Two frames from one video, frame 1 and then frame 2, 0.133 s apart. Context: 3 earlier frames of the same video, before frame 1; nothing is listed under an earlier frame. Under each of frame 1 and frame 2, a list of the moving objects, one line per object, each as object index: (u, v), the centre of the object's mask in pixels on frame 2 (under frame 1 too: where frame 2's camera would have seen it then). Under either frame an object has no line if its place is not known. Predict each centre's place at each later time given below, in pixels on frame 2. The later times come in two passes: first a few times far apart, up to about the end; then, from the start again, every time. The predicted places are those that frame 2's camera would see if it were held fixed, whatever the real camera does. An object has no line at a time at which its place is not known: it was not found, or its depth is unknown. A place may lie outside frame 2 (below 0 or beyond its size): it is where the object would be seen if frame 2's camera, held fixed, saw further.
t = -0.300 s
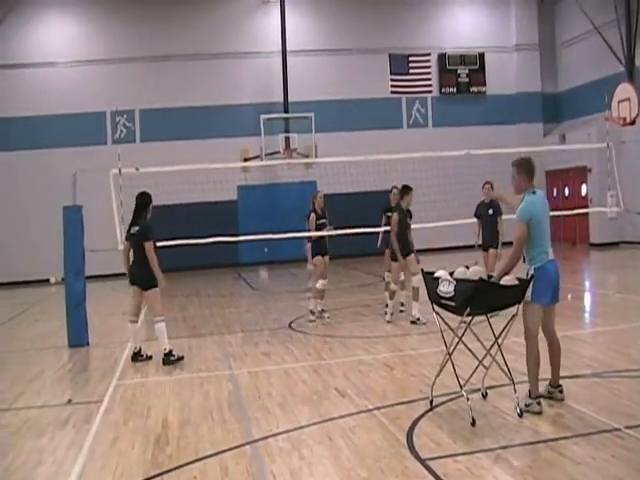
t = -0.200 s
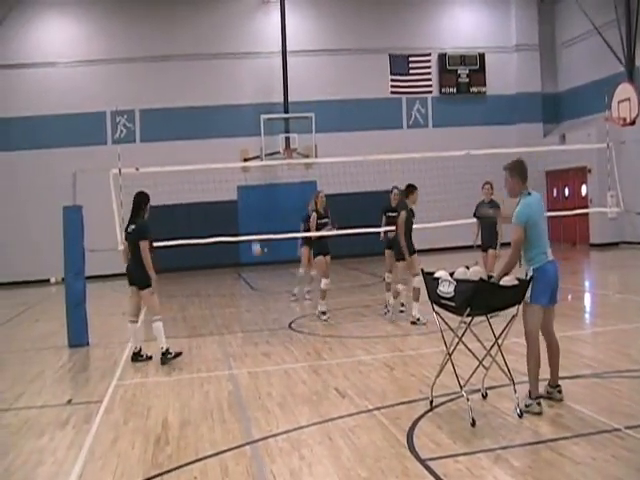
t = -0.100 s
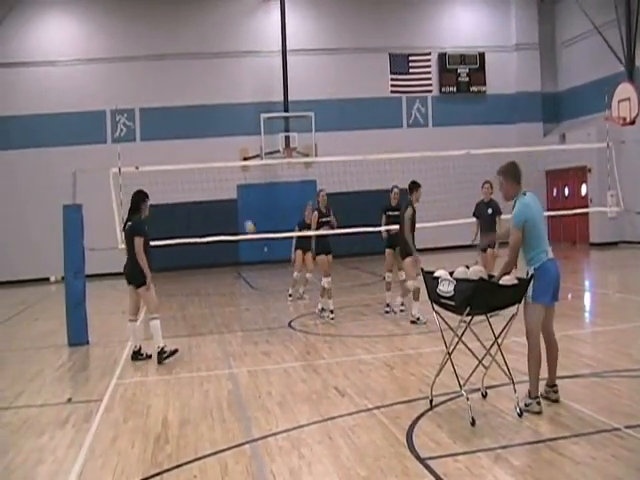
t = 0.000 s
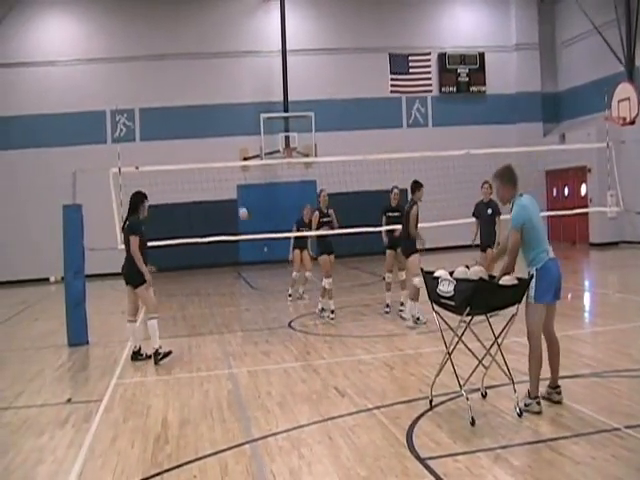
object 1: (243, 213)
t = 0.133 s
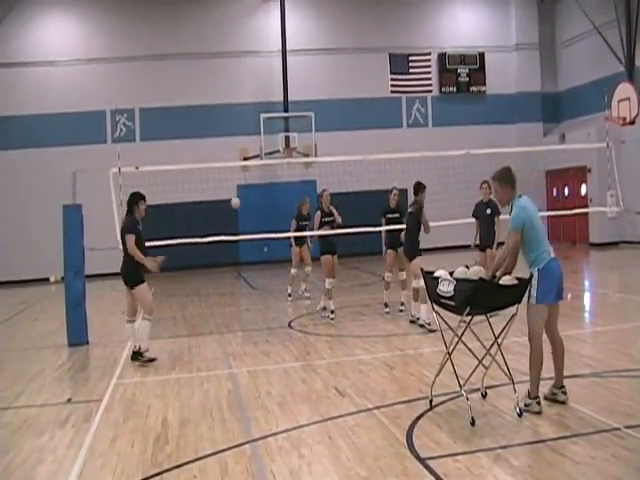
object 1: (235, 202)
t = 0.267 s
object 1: (228, 202)
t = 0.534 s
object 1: (216, 230)
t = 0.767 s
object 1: (207, 286)
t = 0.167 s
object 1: (233, 202)
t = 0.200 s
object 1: (231, 201)
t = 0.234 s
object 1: (230, 202)
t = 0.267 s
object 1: (228, 202)
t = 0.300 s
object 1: (226, 204)
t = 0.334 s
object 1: (225, 206)
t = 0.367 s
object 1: (223, 209)
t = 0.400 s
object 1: (221, 213)
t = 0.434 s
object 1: (220, 216)
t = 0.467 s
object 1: (218, 221)
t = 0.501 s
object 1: (217, 226)
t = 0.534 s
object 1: (216, 230)
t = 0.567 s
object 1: (214, 238)
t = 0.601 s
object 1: (213, 247)
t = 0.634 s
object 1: (212, 253)
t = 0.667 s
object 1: (210, 261)
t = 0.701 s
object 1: (210, 268)
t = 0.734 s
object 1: (208, 276)
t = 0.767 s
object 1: (207, 286)
